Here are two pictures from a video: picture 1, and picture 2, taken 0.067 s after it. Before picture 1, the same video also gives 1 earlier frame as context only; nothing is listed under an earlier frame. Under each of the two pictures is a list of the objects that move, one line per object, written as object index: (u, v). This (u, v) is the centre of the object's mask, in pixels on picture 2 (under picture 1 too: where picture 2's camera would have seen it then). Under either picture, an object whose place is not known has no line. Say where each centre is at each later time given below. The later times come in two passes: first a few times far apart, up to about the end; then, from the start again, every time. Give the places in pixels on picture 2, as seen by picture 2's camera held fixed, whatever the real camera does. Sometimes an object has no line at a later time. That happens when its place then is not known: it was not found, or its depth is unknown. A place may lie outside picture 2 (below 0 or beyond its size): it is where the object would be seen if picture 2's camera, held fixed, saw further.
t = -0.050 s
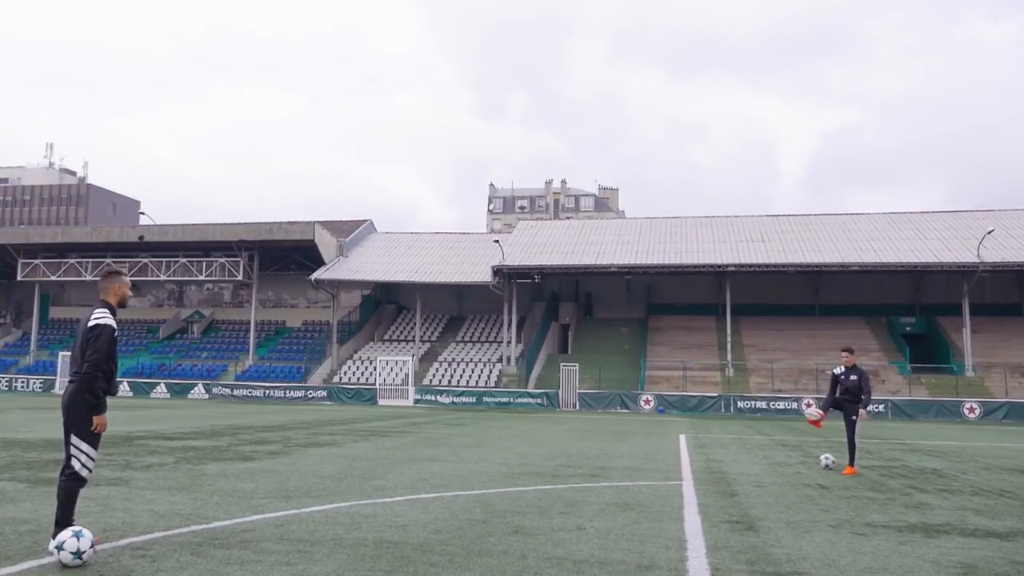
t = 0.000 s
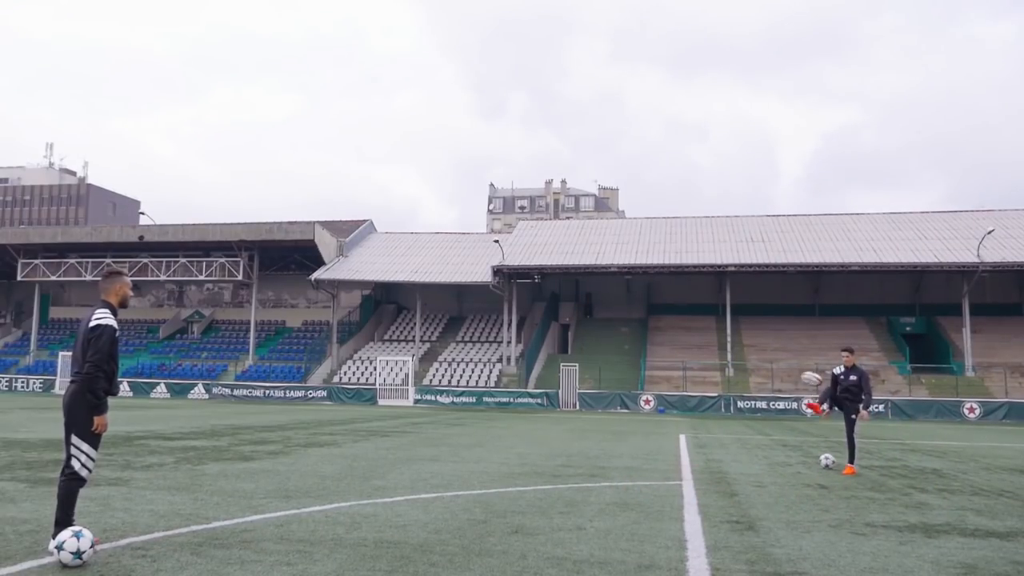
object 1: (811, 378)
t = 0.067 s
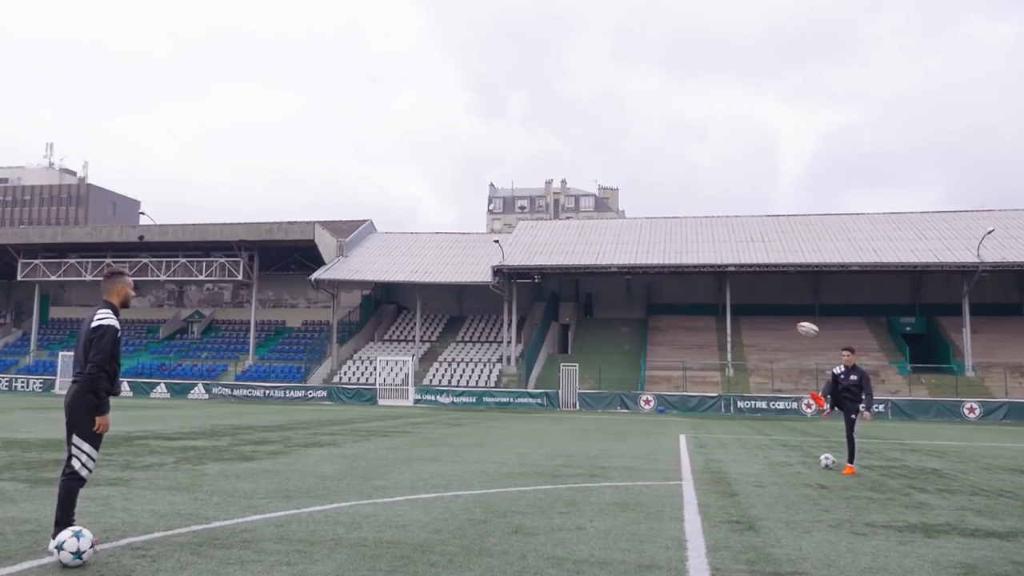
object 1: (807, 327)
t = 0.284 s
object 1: (793, 191)
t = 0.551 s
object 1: (770, 65)
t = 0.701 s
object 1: (756, 15)
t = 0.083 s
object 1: (806, 316)
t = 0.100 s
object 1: (805, 304)
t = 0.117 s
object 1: (804, 292)
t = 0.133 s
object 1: (804, 282)
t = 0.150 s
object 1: (801, 269)
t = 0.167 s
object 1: (800, 260)
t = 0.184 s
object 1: (799, 250)
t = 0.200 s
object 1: (798, 239)
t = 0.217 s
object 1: (798, 229)
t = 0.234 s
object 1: (796, 219)
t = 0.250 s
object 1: (795, 209)
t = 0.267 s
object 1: (794, 200)
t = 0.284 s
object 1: (793, 191)
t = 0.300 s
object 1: (792, 182)
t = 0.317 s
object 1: (790, 173)
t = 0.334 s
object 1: (789, 164)
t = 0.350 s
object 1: (788, 155)
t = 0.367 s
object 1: (786, 147)
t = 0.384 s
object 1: (785, 138)
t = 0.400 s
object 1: (783, 130)
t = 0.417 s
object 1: (782, 122)
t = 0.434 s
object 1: (780, 115)
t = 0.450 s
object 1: (779, 107)
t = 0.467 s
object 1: (777, 99)
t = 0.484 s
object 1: (776, 92)
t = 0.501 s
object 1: (775, 85)
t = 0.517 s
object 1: (773, 79)
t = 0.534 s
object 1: (772, 72)
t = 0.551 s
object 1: (770, 65)
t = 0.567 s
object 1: (769, 59)
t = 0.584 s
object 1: (767, 53)
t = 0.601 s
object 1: (765, 47)
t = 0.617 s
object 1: (764, 41)
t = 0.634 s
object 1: (762, 36)
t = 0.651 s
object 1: (761, 30)
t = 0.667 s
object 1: (760, 25)
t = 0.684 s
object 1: (758, 20)
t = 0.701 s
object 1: (756, 15)
